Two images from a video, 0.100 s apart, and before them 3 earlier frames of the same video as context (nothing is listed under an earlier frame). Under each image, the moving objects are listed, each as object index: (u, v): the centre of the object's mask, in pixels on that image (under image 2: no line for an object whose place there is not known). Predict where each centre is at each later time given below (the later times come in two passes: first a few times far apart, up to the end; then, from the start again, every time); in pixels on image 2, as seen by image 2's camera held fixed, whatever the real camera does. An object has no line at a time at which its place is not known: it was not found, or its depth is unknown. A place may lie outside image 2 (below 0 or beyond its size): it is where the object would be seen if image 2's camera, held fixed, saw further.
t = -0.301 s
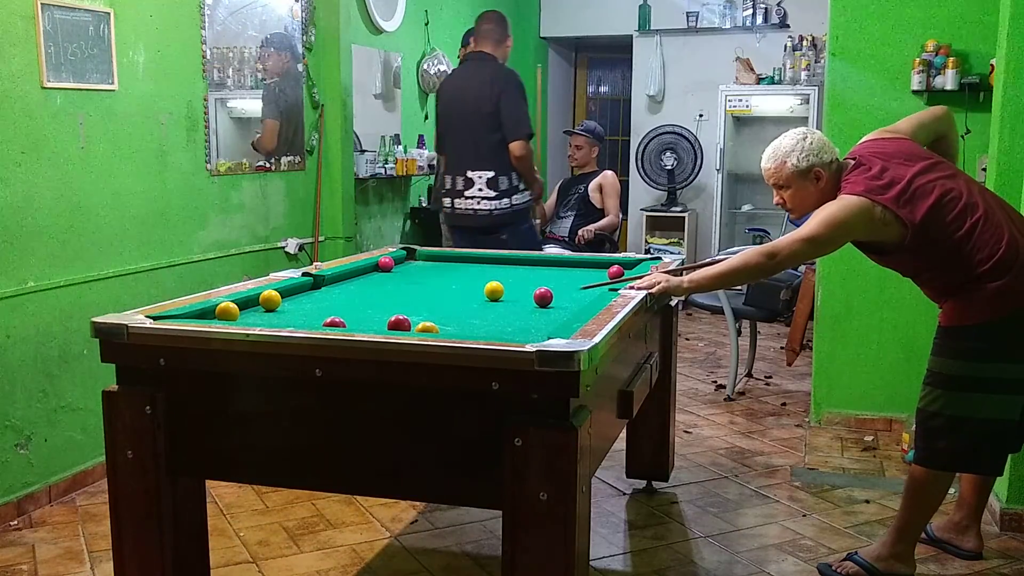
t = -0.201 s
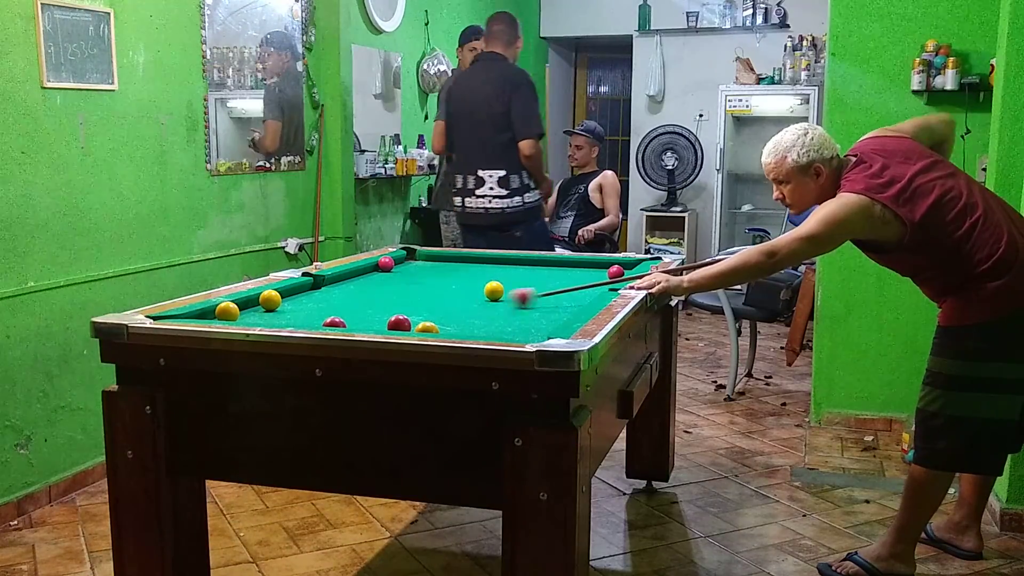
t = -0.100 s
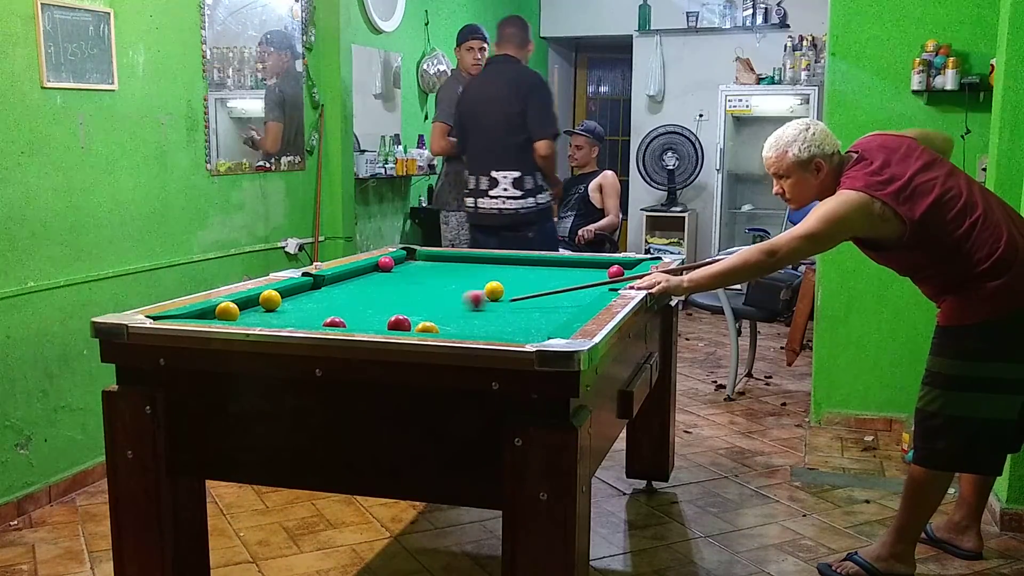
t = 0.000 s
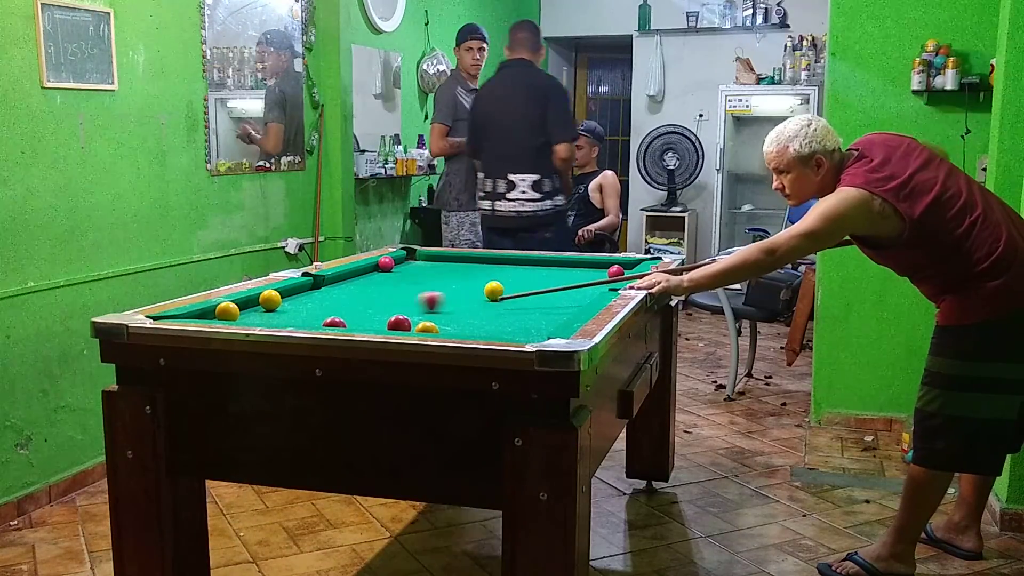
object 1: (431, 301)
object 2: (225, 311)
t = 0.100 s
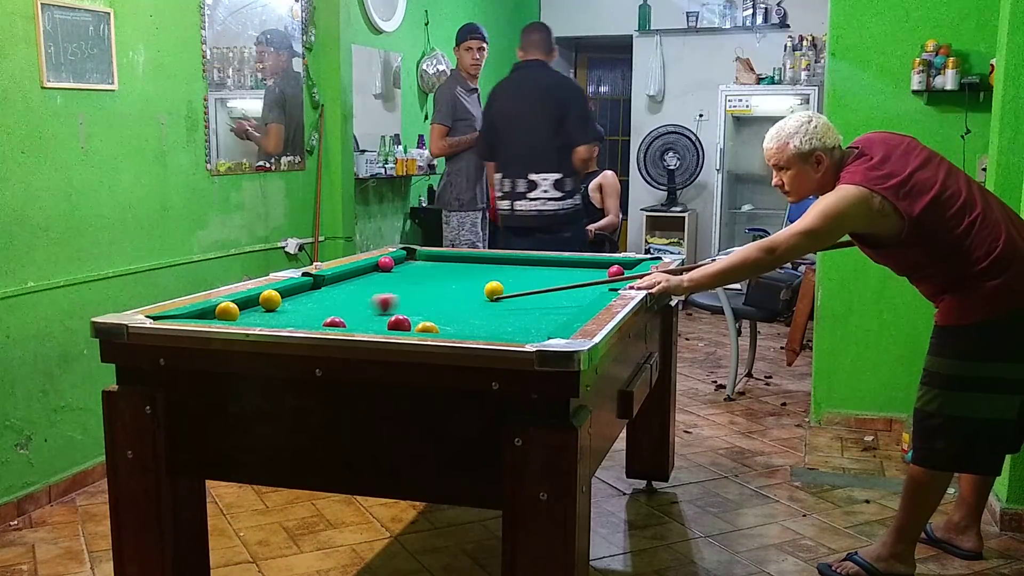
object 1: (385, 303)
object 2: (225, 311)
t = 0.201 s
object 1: (338, 304)
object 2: (227, 311)
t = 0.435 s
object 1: (234, 304)
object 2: (222, 312)
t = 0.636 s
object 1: (276, 311)
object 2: (197, 314)
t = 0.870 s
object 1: (332, 312)
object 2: (194, 314)
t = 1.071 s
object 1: (381, 318)
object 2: (214, 315)
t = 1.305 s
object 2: (235, 316)
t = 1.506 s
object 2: (251, 316)
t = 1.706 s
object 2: (266, 317)
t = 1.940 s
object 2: (282, 317)
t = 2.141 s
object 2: (294, 318)
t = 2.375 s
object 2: (306, 318)
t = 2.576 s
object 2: (314, 318)
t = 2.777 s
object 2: (319, 318)
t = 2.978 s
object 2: (324, 317)
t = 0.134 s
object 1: (369, 304)
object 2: (227, 312)
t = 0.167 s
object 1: (353, 304)
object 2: (227, 311)
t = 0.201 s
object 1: (338, 304)
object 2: (227, 311)
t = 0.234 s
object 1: (321, 306)
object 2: (227, 311)
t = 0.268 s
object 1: (305, 307)
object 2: (227, 311)
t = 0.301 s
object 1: (291, 306)
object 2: (227, 311)
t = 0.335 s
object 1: (272, 307)
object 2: (227, 311)
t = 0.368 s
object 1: (256, 307)
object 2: (227, 311)
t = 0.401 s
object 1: (244, 307)
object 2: (227, 311)
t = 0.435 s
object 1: (234, 304)
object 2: (222, 312)
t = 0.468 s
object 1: (235, 307)
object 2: (218, 312)
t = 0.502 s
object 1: (243, 309)
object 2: (214, 313)
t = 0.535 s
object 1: (251, 310)
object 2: (209, 313)
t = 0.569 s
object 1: (260, 310)
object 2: (205, 314)
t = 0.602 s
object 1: (268, 310)
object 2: (201, 314)
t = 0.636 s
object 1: (276, 311)
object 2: (197, 314)
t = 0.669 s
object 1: (284, 312)
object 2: (193, 315)
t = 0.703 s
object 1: (292, 312)
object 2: (190, 315)
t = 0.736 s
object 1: (300, 313)
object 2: (188, 315)
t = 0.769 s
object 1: (308, 314)
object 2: (187, 314)
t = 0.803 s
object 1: (316, 314)
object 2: (187, 314)
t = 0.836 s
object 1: (324, 313)
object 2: (191, 314)
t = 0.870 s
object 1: (332, 312)
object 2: (194, 314)
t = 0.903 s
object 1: (342, 313)
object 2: (197, 314)
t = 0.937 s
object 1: (350, 315)
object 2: (201, 314)
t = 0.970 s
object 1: (357, 316)
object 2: (204, 314)
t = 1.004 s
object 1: (365, 317)
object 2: (207, 314)
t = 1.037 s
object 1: (373, 317)
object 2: (210, 315)
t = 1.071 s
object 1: (381, 318)
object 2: (214, 315)
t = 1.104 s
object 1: (387, 316)
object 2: (217, 315)
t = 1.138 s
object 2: (220, 315)
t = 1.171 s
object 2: (223, 315)
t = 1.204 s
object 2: (226, 315)
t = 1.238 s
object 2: (229, 315)
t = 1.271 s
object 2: (232, 316)
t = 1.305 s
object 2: (235, 316)
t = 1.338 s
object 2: (237, 316)
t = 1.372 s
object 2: (240, 316)
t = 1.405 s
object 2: (243, 316)
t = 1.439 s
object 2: (246, 316)
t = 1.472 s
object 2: (248, 316)
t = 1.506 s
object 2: (251, 316)
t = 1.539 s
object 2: (254, 316)
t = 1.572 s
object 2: (256, 317)
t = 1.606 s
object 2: (259, 317)
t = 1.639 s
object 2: (261, 317)
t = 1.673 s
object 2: (264, 317)
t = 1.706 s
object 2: (266, 317)
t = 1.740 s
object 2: (269, 317)
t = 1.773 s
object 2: (271, 317)
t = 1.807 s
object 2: (274, 317)
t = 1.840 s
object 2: (276, 317)
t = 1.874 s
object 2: (278, 317)
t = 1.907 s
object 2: (280, 317)
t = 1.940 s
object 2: (282, 317)
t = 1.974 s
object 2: (285, 318)
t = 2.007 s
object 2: (287, 318)
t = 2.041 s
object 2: (289, 318)
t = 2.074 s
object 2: (291, 318)
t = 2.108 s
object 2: (293, 318)
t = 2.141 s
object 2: (294, 318)
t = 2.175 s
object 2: (296, 318)
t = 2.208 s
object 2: (298, 318)
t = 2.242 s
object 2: (300, 318)
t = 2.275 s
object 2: (301, 318)
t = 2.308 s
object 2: (303, 318)
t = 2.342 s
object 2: (304, 318)
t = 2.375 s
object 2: (306, 318)
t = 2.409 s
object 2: (308, 318)
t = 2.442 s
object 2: (309, 318)
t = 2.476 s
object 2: (311, 318)
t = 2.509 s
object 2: (312, 318)
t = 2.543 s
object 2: (313, 318)
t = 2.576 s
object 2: (314, 318)
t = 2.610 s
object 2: (315, 318)
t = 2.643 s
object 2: (316, 318)
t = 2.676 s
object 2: (317, 318)
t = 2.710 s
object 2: (318, 318)
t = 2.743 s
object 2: (318, 318)
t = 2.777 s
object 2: (319, 318)
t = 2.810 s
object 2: (320, 318)
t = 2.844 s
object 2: (321, 318)
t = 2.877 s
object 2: (321, 318)
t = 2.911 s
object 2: (322, 318)
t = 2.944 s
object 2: (323, 317)
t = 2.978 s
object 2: (324, 317)
